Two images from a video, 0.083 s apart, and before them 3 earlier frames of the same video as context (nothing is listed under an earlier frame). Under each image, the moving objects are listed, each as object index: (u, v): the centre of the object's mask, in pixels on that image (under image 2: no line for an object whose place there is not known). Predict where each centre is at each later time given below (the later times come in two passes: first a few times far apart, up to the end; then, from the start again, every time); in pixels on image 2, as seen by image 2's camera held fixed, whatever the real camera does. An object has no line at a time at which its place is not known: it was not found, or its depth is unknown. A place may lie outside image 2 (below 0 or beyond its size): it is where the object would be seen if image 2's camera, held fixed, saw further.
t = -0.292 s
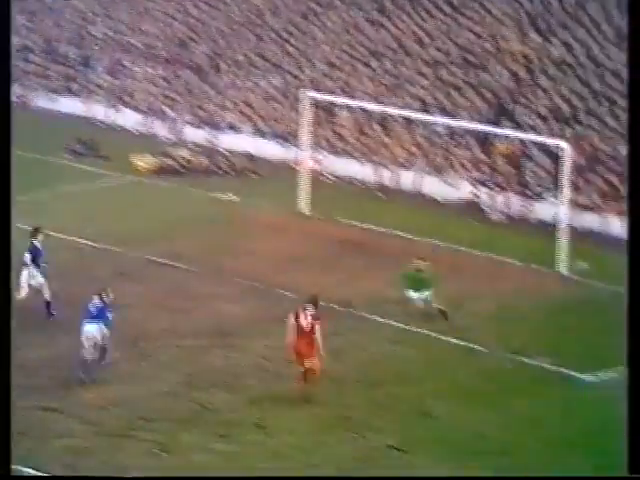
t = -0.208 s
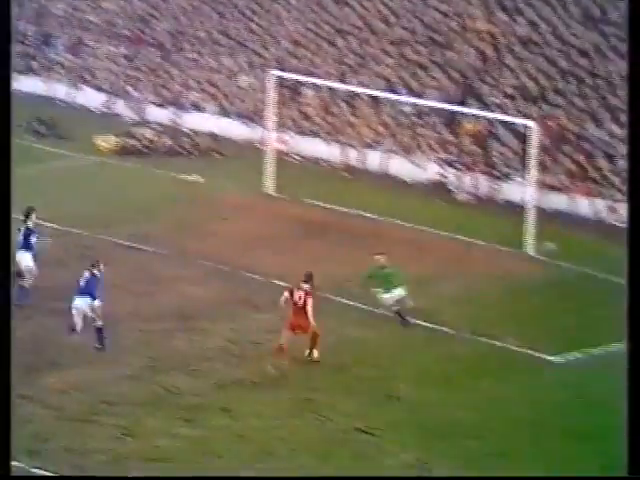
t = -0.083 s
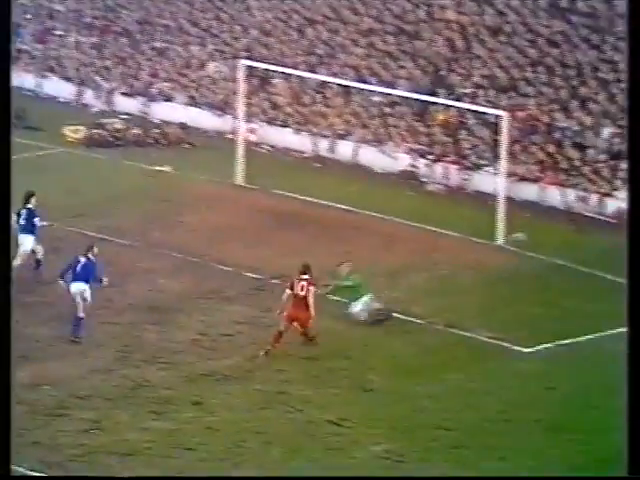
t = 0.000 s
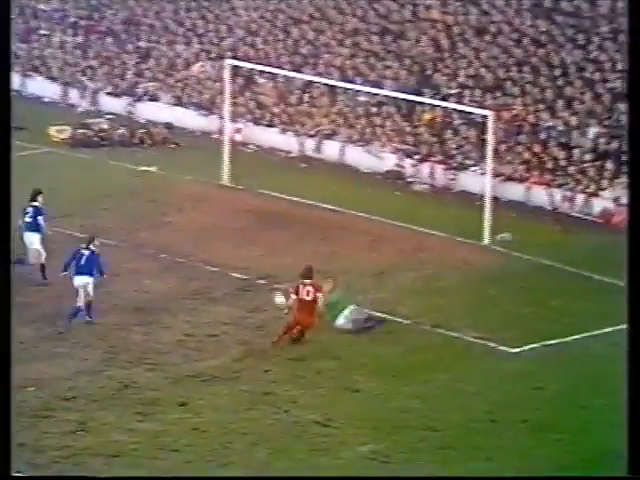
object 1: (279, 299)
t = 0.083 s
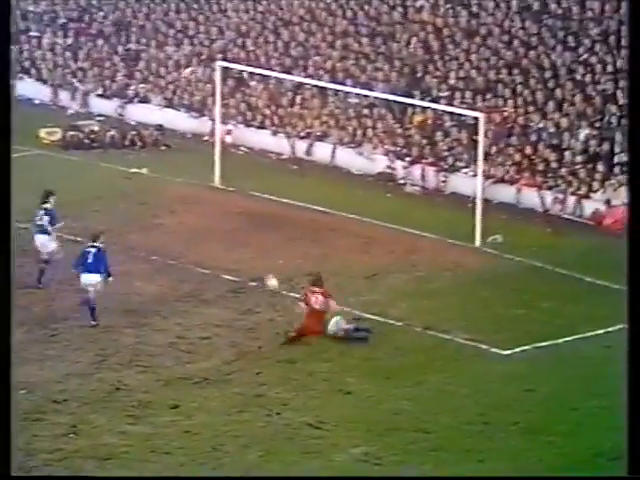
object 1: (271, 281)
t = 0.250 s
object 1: (269, 252)
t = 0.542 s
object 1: (260, 209)
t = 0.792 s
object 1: (250, 178)
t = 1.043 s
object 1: (255, 158)
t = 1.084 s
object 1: (261, 155)
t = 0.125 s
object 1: (271, 273)
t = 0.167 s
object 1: (270, 265)
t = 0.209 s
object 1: (270, 258)
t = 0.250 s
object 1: (269, 252)
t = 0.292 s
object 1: (268, 244)
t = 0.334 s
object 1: (267, 237)
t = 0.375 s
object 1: (266, 232)
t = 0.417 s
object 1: (264, 226)
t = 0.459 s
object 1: (263, 222)
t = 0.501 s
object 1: (261, 216)
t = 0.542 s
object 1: (260, 209)
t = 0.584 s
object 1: (259, 205)
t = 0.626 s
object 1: (257, 201)
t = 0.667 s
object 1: (255, 198)
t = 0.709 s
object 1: (253, 193)
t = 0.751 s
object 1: (250, 184)
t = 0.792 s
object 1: (250, 178)
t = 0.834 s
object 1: (249, 174)
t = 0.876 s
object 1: (248, 169)
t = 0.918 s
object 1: (247, 166)
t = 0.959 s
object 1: (247, 164)
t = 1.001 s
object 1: (251, 160)
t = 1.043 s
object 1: (255, 158)
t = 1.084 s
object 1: (261, 155)
